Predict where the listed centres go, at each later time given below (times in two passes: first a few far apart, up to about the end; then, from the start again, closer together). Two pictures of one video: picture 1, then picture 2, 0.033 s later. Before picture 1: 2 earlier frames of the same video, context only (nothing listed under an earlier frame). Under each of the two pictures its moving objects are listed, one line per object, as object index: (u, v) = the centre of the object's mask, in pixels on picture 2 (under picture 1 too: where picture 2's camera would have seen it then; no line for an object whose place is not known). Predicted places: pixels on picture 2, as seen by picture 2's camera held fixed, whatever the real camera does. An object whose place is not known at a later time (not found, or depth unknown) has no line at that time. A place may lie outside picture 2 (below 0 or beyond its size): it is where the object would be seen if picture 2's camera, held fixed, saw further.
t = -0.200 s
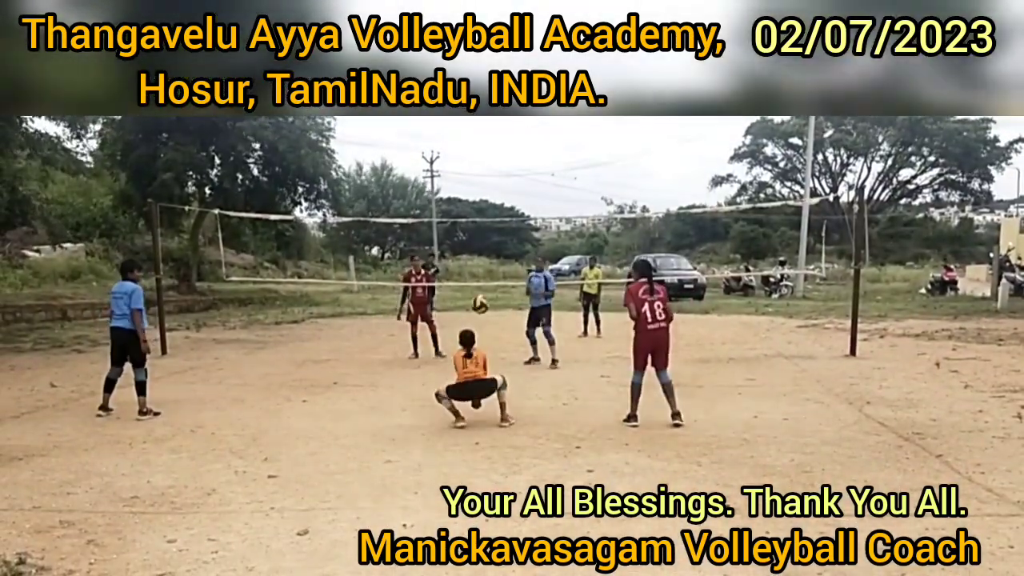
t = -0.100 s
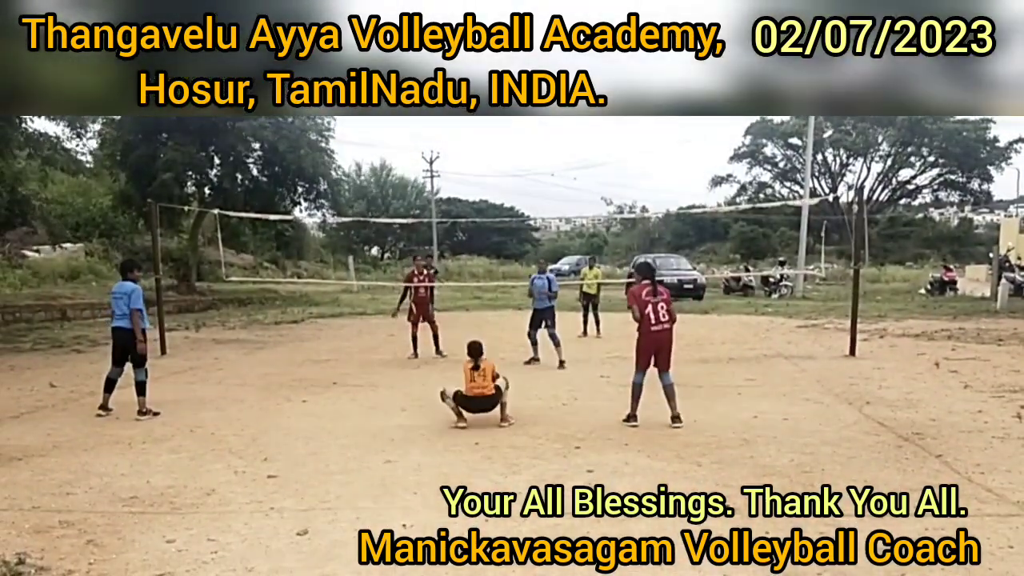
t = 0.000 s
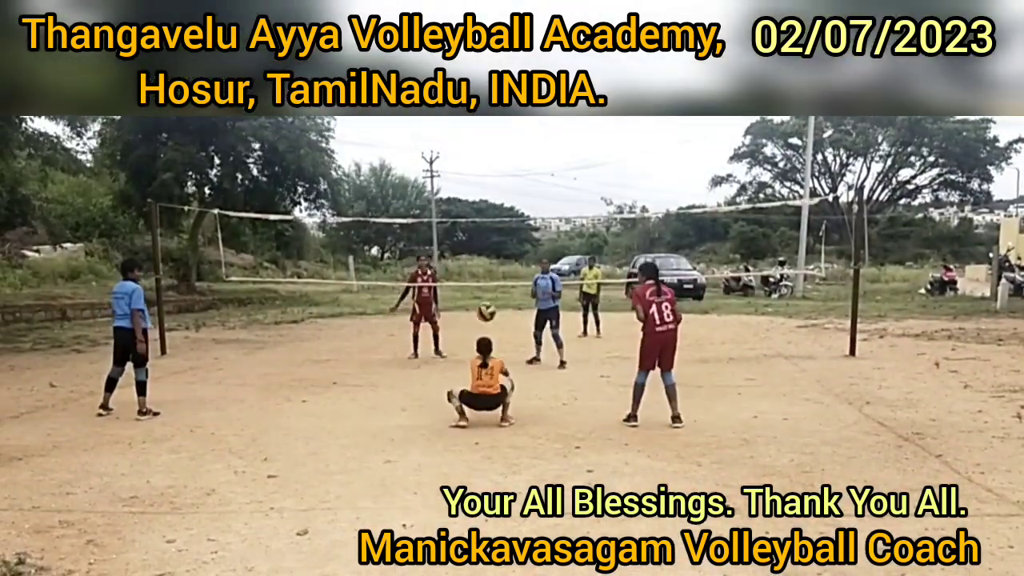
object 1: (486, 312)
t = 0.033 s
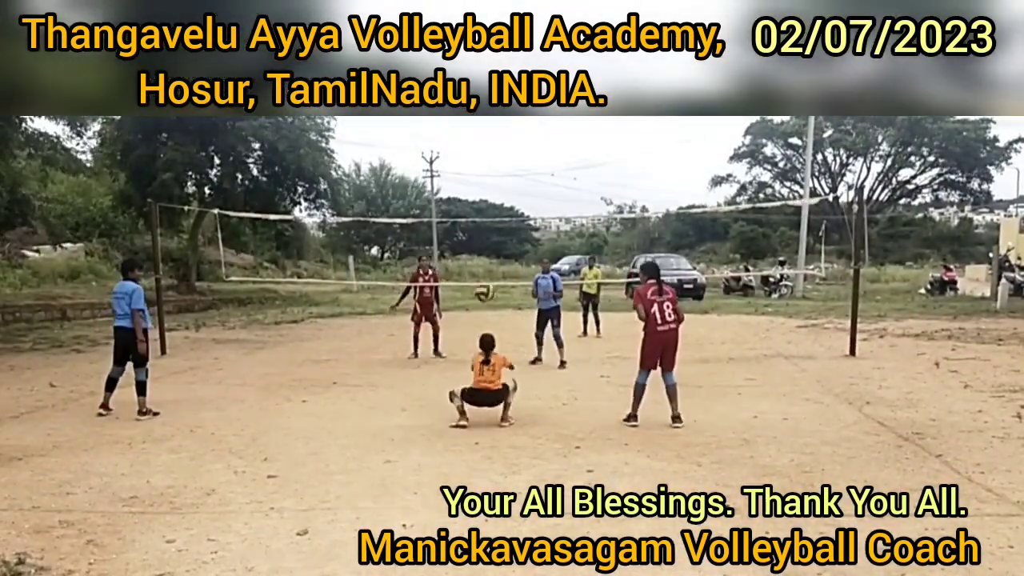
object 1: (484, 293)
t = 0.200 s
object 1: (476, 211)
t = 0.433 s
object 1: (466, 146)
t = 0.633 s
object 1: (458, 130)
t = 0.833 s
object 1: (451, 149)
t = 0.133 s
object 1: (480, 241)
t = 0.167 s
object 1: (478, 225)
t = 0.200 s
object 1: (476, 211)
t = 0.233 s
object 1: (475, 199)
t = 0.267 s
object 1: (473, 188)
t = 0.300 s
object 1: (472, 177)
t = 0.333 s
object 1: (470, 168)
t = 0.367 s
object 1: (469, 160)
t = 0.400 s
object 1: (468, 152)
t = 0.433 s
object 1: (466, 146)
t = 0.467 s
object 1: (465, 141)
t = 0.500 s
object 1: (464, 137)
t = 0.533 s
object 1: (462, 134)
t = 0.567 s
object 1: (461, 132)
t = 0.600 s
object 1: (460, 130)
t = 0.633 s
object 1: (458, 130)
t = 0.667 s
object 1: (457, 131)
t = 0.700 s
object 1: (456, 133)
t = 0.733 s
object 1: (455, 135)
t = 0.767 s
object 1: (454, 139)
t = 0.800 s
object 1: (453, 144)
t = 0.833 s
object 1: (451, 149)
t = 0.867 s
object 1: (450, 155)
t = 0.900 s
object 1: (450, 162)
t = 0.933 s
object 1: (448, 171)
